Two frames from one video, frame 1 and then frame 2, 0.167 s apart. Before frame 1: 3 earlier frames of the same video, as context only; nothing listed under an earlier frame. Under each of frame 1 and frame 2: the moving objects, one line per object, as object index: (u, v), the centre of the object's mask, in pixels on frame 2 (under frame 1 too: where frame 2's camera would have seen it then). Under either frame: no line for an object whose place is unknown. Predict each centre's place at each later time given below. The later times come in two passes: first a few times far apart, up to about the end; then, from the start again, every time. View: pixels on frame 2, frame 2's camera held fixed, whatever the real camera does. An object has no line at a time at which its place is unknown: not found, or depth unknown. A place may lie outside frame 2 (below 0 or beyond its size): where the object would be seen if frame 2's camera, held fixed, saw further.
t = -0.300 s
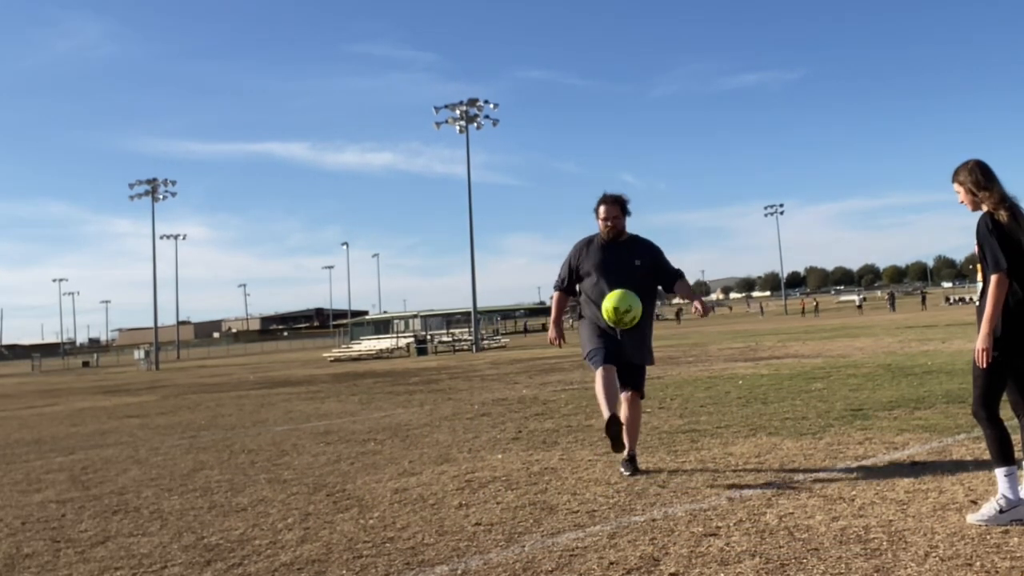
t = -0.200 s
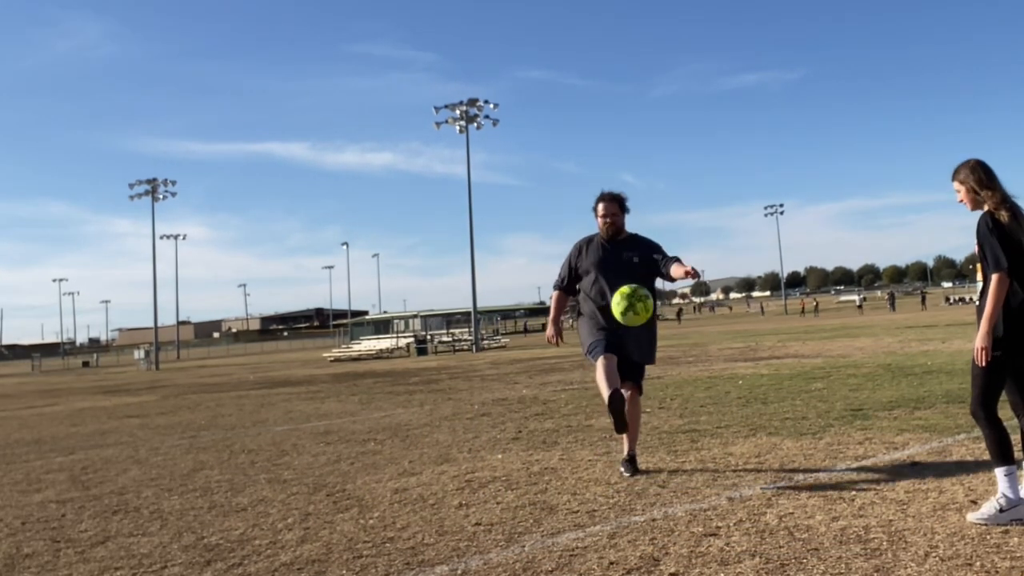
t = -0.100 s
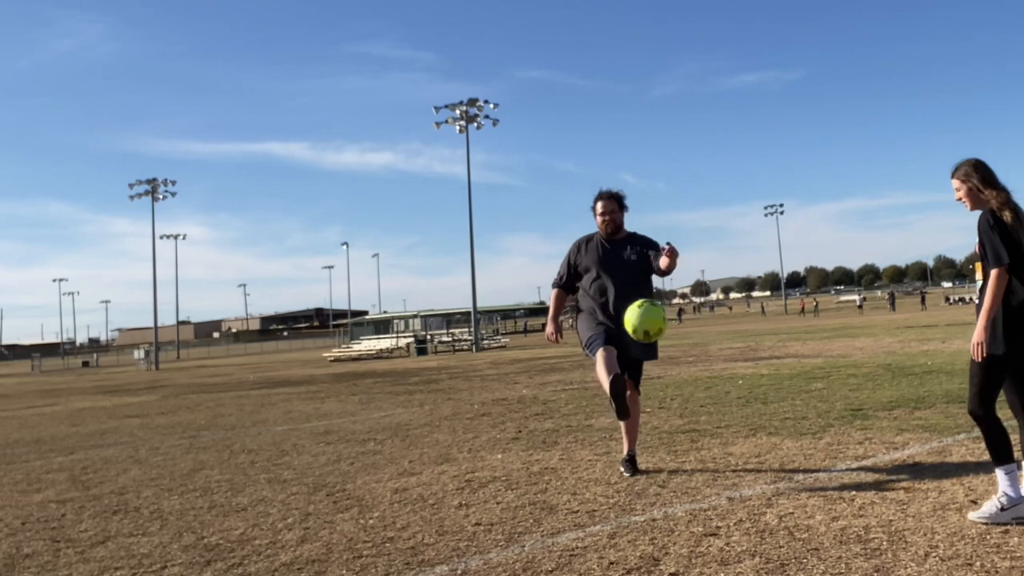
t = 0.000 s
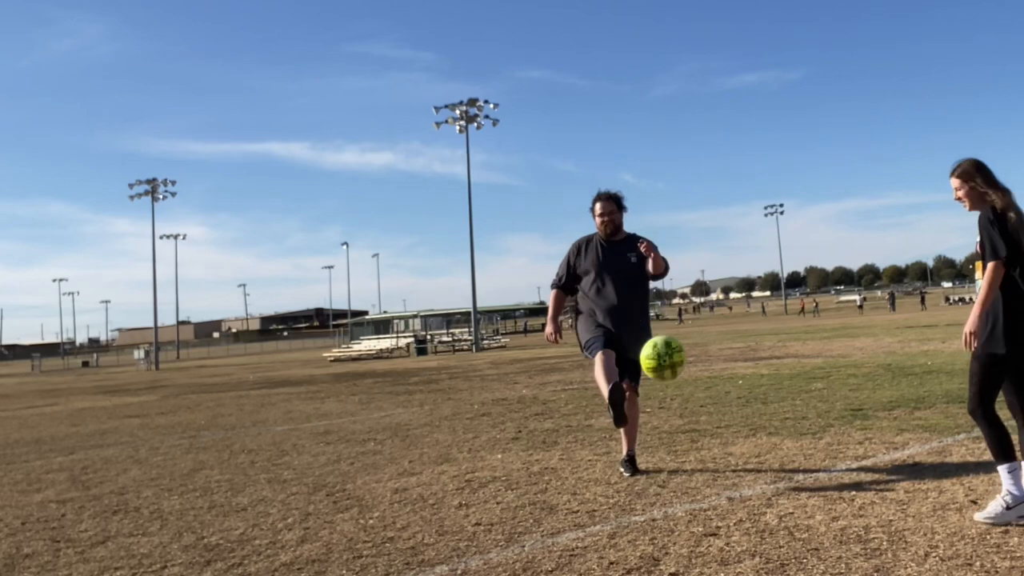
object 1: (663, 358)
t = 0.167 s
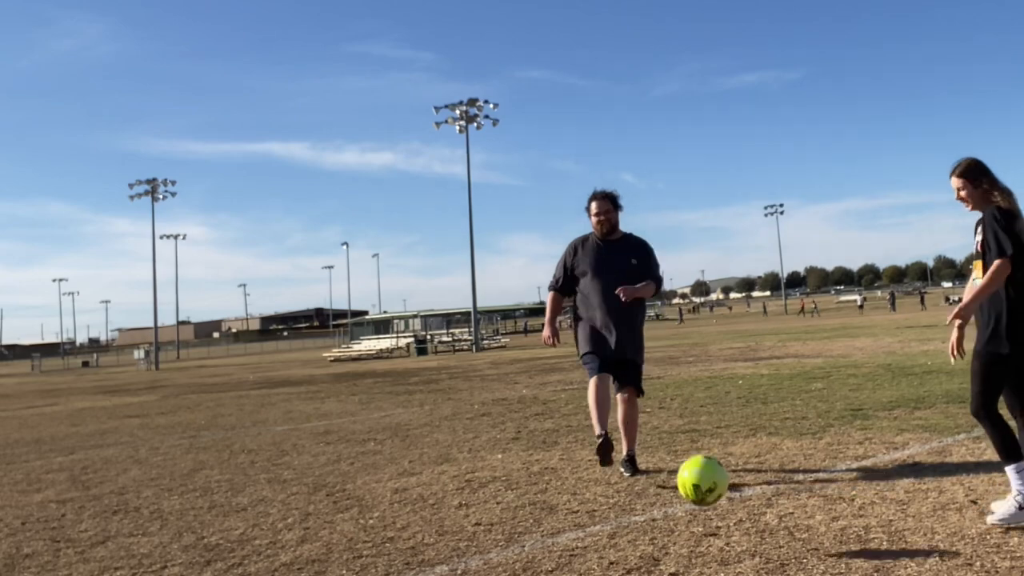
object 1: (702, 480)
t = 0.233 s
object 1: (720, 536)
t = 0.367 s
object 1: (736, 461)
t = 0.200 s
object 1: (712, 514)
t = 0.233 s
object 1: (720, 536)
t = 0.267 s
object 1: (723, 513)
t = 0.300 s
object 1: (727, 493)
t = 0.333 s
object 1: (731, 476)
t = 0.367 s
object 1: (736, 461)
